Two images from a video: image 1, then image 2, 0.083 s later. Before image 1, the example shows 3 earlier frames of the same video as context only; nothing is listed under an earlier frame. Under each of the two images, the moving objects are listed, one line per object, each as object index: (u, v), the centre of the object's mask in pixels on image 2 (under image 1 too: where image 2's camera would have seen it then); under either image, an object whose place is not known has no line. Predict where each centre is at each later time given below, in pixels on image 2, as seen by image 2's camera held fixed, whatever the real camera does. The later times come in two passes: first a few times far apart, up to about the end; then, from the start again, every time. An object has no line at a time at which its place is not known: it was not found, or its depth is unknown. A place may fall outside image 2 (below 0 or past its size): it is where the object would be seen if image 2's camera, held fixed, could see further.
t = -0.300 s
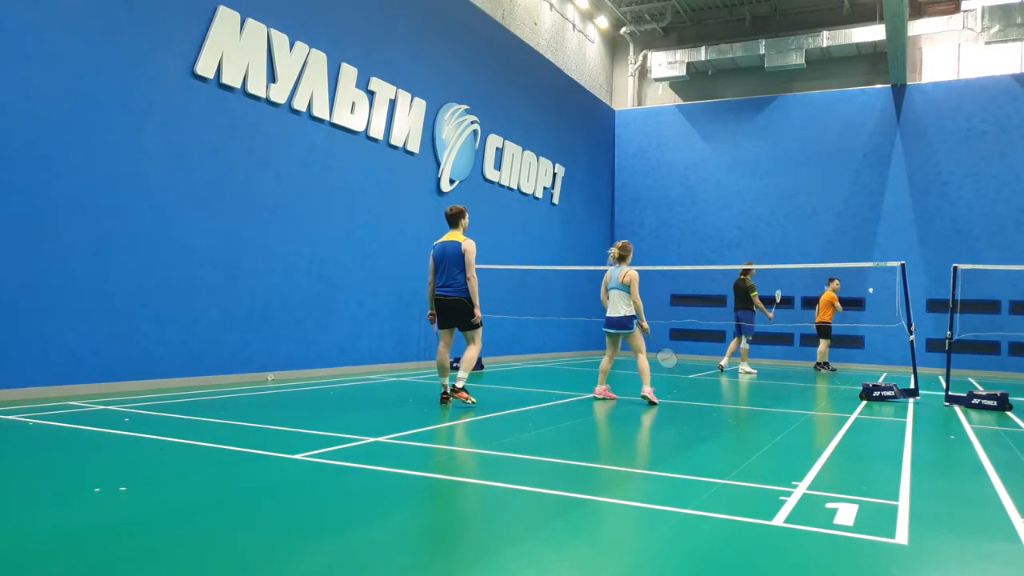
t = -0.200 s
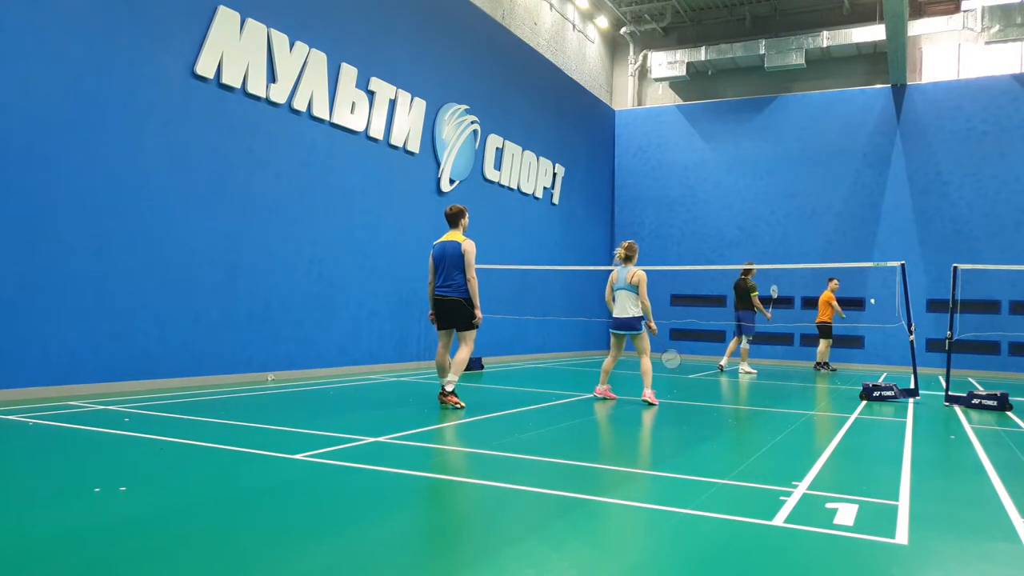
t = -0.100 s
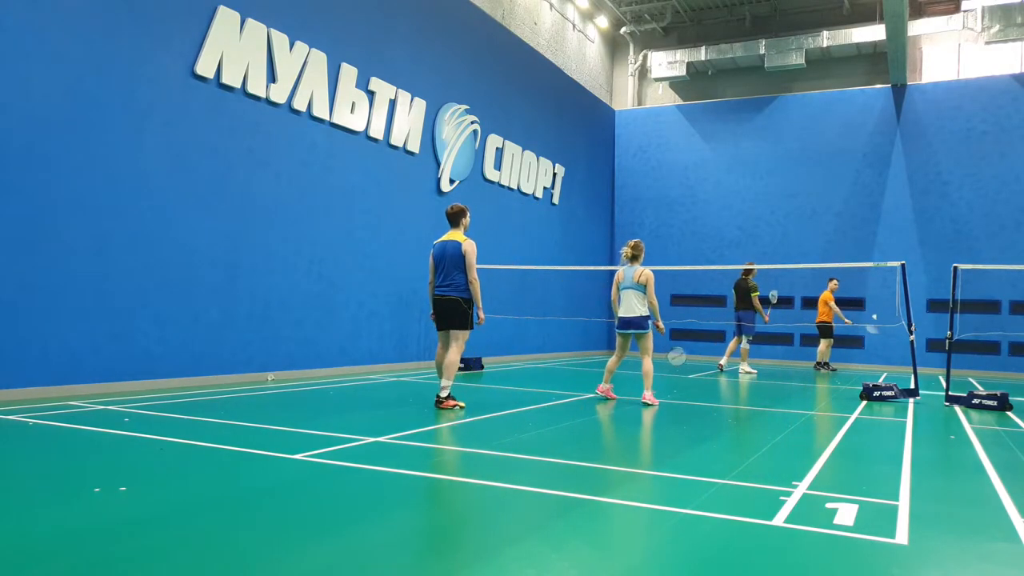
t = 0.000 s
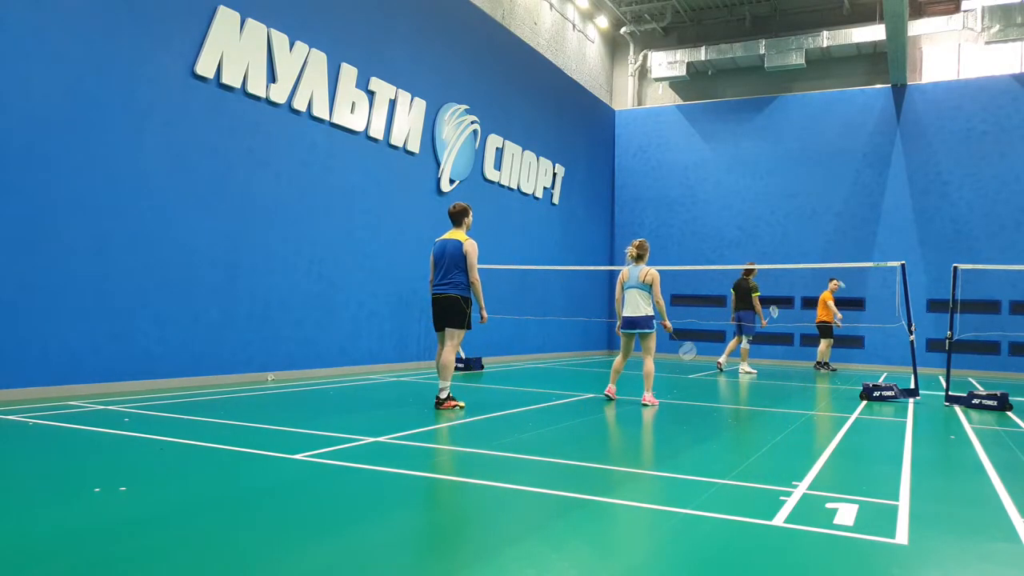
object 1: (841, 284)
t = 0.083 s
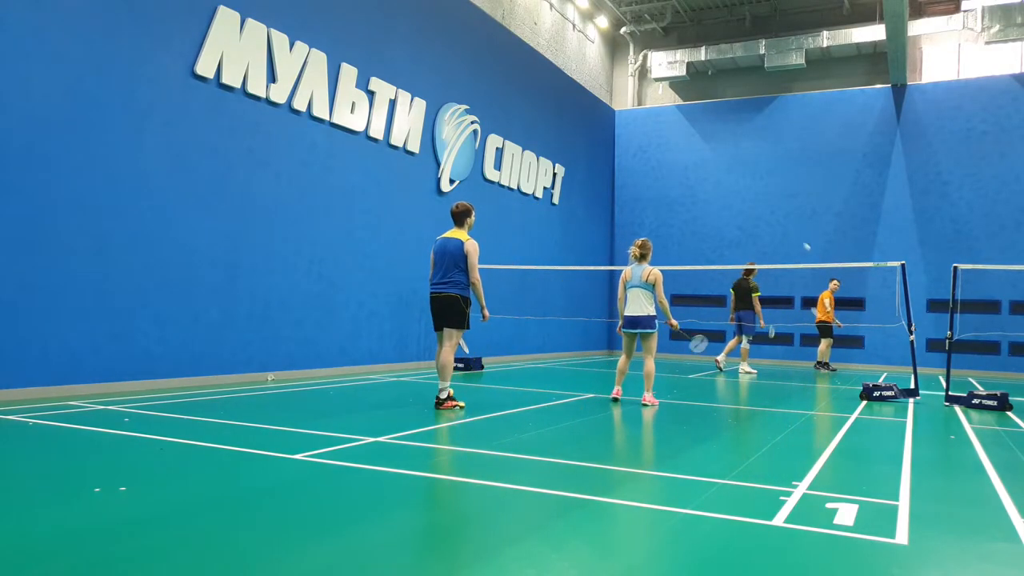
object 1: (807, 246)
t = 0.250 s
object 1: (750, 196)
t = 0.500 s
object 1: (681, 168)
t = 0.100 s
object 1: (800, 240)
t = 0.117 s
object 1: (794, 233)
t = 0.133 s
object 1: (789, 228)
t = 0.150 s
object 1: (783, 223)
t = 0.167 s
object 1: (777, 217)
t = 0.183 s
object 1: (772, 212)
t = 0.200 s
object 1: (766, 208)
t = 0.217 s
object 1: (761, 204)
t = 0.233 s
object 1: (756, 199)
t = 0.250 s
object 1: (750, 196)
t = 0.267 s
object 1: (746, 192)
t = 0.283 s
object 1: (741, 189)
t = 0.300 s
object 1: (736, 186)
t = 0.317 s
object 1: (731, 184)
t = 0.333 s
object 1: (726, 181)
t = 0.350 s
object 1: (722, 179)
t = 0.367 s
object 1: (717, 176)
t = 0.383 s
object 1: (712, 175)
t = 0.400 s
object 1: (708, 173)
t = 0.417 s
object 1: (704, 170)
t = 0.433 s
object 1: (700, 170)
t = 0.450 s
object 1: (695, 169)
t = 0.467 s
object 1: (691, 169)
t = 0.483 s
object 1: (686, 168)
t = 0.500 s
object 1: (681, 168)
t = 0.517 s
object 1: (677, 168)
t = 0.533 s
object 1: (673, 169)
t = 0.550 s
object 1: (669, 169)
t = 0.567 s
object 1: (665, 170)
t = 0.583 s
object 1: (661, 171)
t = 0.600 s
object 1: (656, 172)
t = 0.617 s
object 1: (652, 173)
